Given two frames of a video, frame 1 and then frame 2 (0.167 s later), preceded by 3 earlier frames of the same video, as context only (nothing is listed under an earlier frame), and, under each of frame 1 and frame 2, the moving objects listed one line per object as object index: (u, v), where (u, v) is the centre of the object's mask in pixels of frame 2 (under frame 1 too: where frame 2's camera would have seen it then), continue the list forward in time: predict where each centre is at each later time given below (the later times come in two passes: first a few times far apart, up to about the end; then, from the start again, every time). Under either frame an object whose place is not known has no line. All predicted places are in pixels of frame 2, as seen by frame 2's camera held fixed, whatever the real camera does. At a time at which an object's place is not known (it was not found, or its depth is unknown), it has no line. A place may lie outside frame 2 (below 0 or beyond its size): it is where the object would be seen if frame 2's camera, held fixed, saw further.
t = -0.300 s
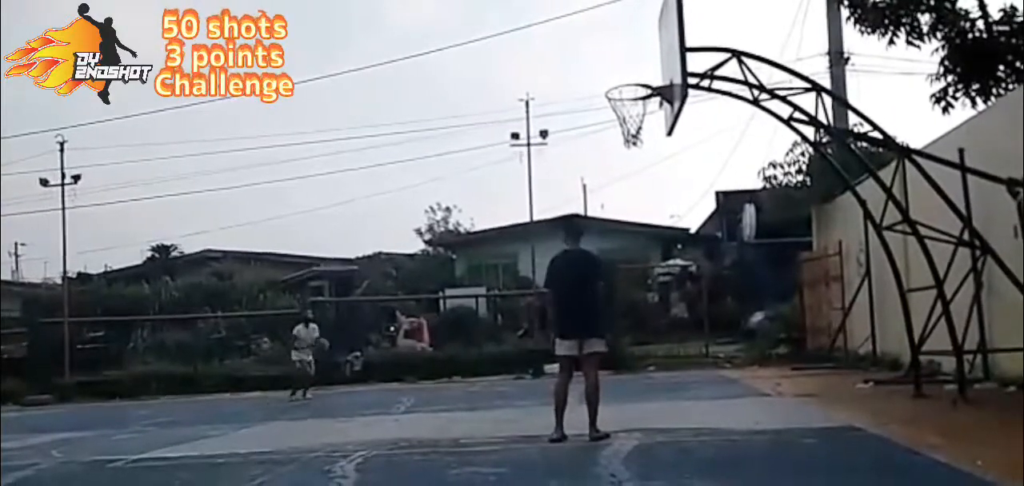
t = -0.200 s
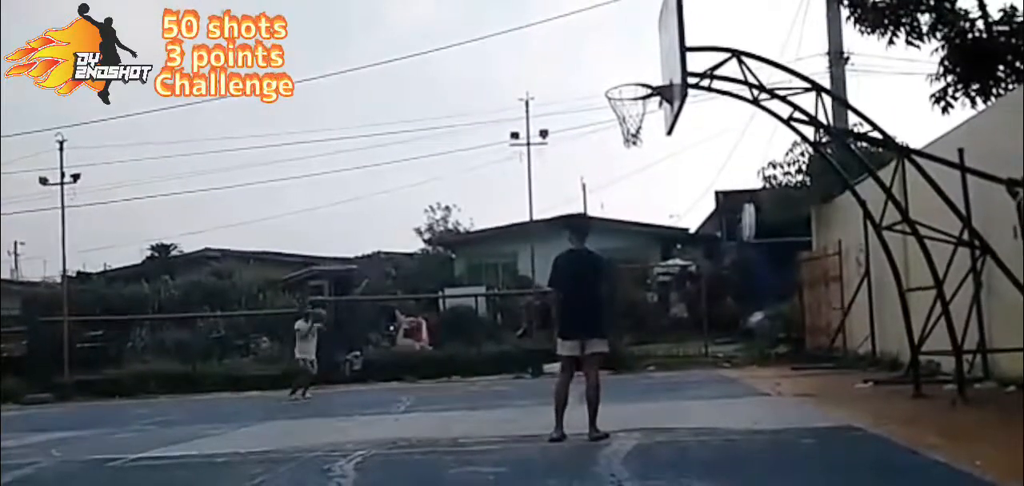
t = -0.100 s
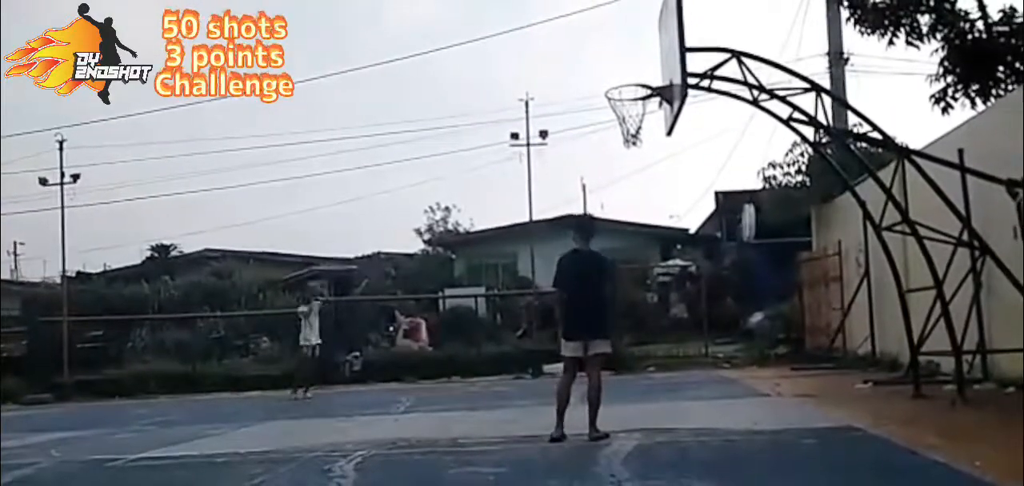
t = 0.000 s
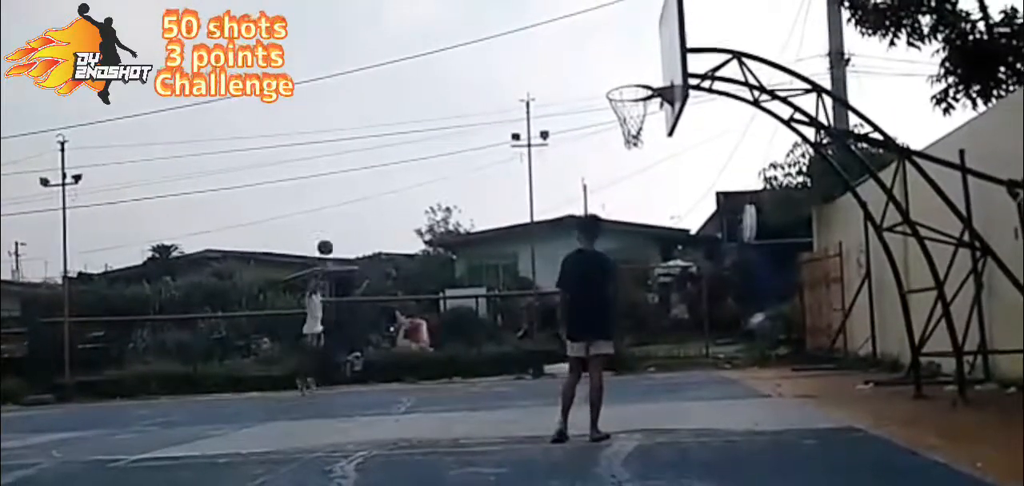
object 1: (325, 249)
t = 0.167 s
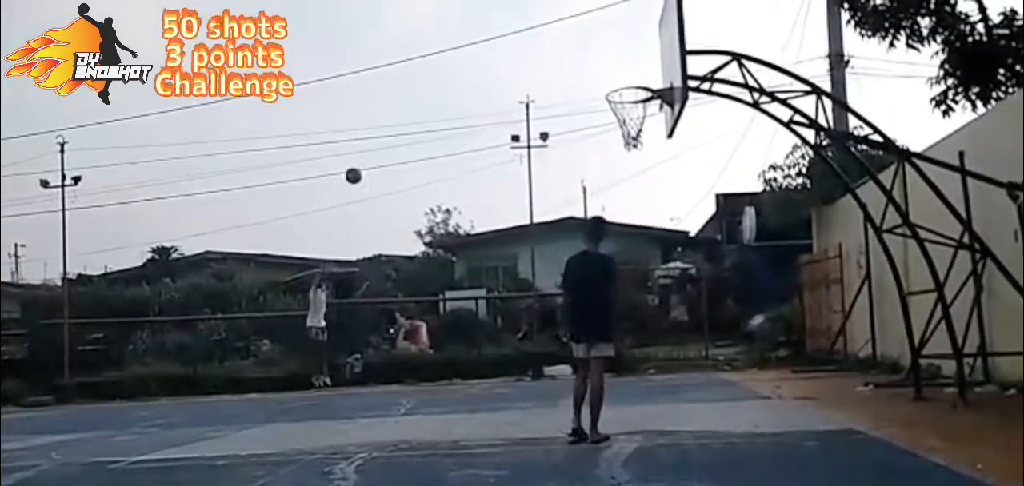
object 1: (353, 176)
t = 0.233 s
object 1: (366, 150)
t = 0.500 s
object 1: (421, 67)
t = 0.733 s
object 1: (478, 31)
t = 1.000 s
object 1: (558, 41)
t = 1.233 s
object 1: (642, 109)
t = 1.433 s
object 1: (679, 149)
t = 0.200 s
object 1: (360, 162)
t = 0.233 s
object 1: (366, 150)
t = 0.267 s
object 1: (372, 137)
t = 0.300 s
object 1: (379, 125)
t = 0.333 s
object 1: (385, 114)
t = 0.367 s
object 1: (392, 103)
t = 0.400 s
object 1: (399, 93)
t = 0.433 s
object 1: (406, 84)
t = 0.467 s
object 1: (413, 75)
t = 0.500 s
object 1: (421, 67)
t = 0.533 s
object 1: (428, 60)
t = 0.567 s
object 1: (436, 53)
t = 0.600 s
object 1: (444, 47)
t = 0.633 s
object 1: (452, 42)
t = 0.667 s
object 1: (460, 37)
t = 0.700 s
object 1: (469, 34)
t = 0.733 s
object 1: (478, 31)
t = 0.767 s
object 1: (487, 29)
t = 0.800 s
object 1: (496, 27)
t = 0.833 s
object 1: (506, 27)
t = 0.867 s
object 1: (516, 28)
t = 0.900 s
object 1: (526, 29)
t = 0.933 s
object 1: (536, 32)
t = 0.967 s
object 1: (547, 36)
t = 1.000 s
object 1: (558, 41)
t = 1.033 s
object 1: (569, 47)
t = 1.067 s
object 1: (581, 55)
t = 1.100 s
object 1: (593, 64)
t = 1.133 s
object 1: (606, 75)
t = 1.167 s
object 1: (619, 87)
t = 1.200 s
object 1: (632, 100)
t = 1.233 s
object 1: (642, 109)
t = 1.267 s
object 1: (647, 112)
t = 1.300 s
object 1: (654, 117)
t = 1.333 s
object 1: (660, 124)
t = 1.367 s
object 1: (666, 131)
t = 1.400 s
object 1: (673, 139)
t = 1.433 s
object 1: (679, 149)
